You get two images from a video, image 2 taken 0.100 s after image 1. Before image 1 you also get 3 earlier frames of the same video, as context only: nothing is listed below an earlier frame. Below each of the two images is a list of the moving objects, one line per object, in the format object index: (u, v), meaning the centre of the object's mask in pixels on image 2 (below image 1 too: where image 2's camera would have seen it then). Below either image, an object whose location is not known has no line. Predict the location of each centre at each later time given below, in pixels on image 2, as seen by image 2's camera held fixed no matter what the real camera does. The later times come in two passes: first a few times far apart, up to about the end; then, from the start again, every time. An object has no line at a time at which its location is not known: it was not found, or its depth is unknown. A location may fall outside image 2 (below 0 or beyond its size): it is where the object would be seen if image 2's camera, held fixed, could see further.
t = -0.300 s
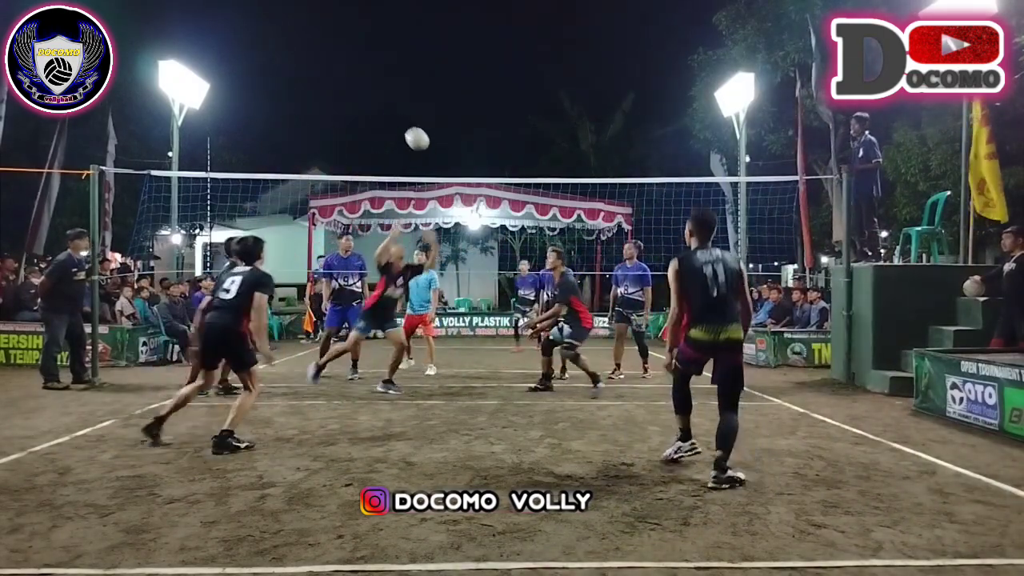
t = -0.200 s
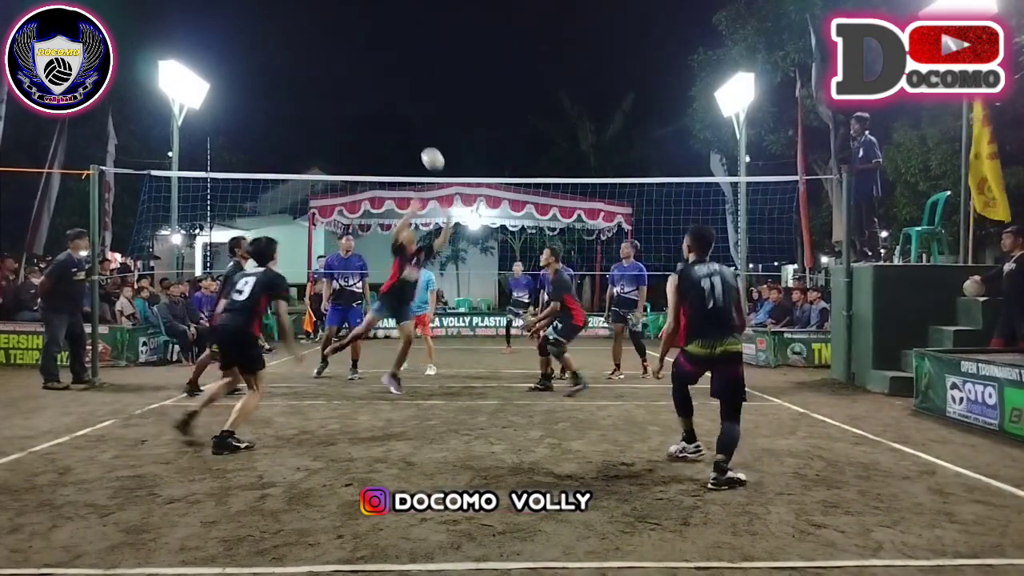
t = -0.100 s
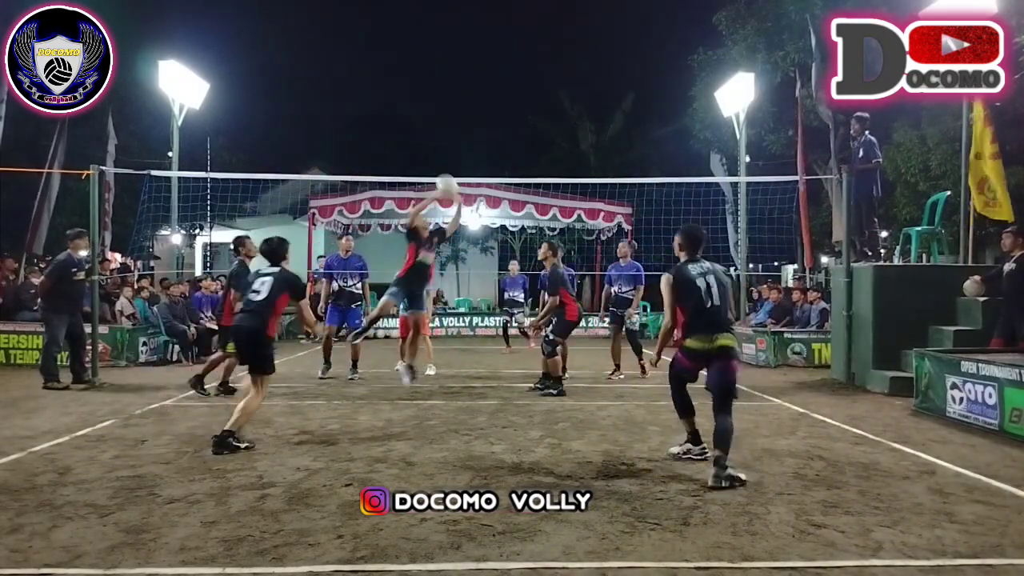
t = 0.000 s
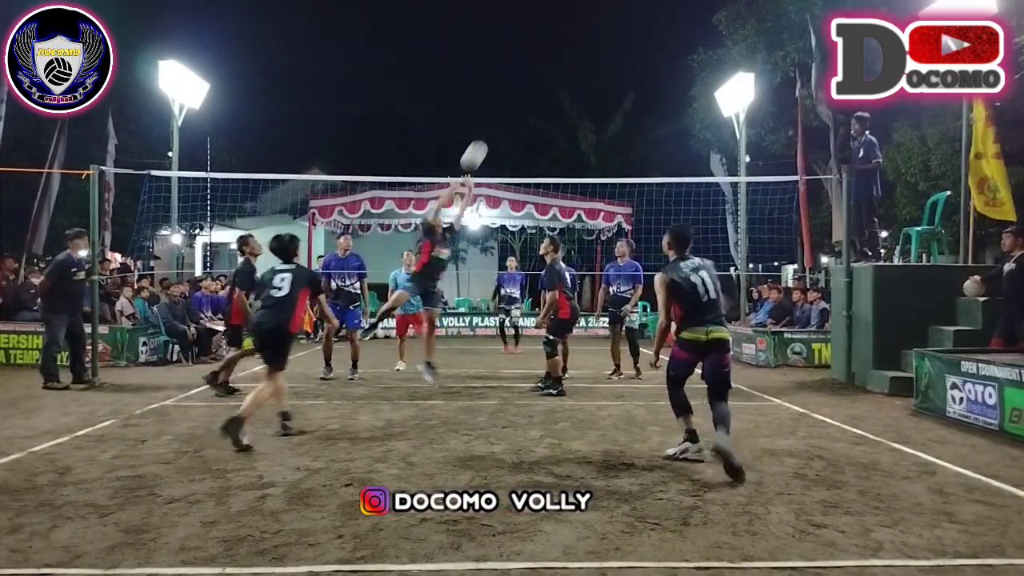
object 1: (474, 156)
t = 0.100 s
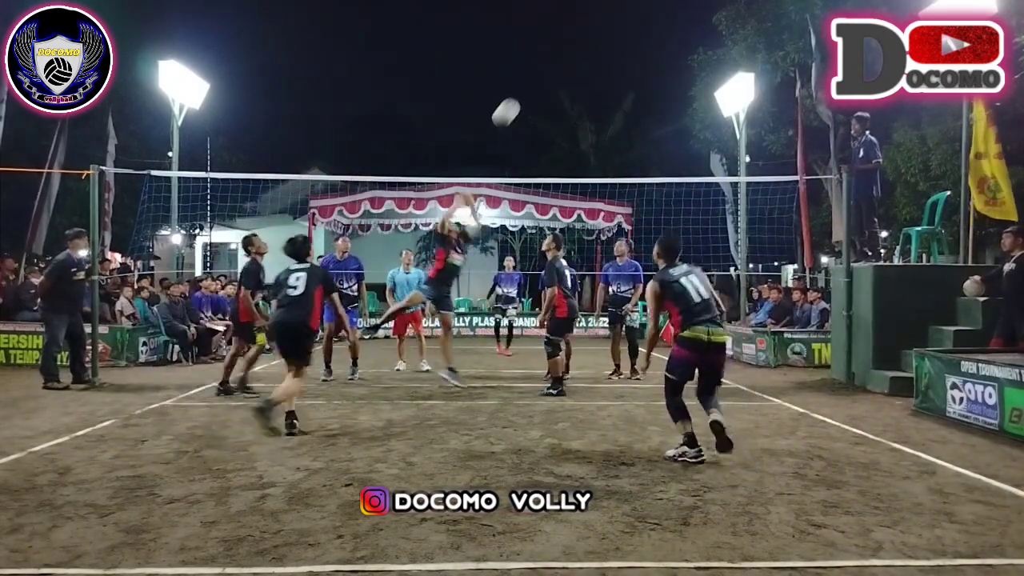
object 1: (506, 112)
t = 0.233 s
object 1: (547, 72)
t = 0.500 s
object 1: (628, 44)
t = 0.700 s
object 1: (686, 66)
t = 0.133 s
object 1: (516, 101)
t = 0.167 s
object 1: (527, 90)
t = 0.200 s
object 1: (537, 80)
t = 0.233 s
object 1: (547, 72)
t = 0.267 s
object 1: (558, 64)
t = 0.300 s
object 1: (568, 58)
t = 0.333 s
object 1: (578, 53)
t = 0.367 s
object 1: (588, 50)
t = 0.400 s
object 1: (598, 46)
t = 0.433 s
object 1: (608, 45)
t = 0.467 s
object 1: (618, 44)
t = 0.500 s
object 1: (628, 44)
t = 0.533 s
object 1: (638, 45)
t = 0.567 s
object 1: (648, 47)
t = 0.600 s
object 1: (657, 50)
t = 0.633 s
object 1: (667, 54)
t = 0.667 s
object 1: (677, 59)
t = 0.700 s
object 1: (686, 66)
